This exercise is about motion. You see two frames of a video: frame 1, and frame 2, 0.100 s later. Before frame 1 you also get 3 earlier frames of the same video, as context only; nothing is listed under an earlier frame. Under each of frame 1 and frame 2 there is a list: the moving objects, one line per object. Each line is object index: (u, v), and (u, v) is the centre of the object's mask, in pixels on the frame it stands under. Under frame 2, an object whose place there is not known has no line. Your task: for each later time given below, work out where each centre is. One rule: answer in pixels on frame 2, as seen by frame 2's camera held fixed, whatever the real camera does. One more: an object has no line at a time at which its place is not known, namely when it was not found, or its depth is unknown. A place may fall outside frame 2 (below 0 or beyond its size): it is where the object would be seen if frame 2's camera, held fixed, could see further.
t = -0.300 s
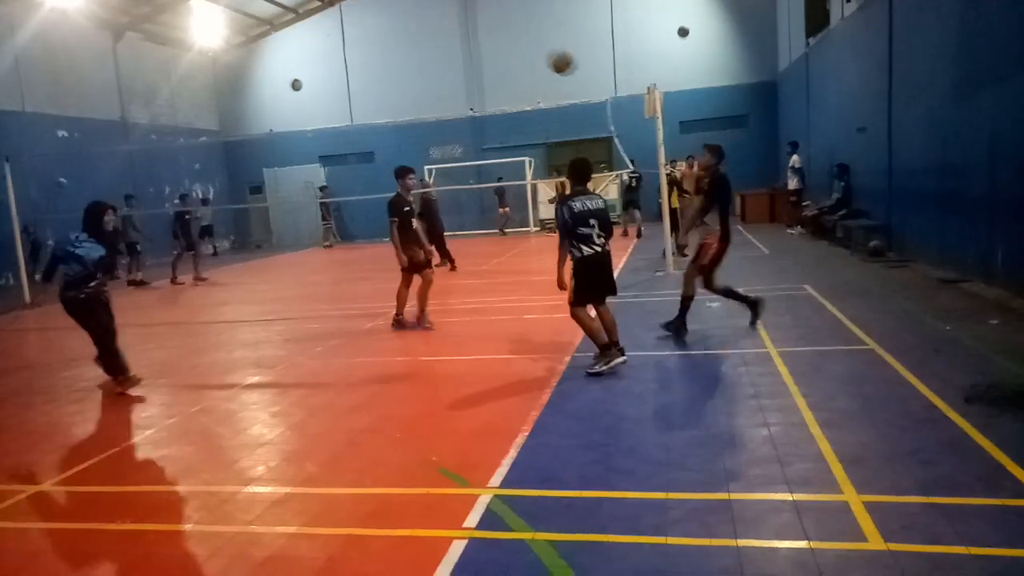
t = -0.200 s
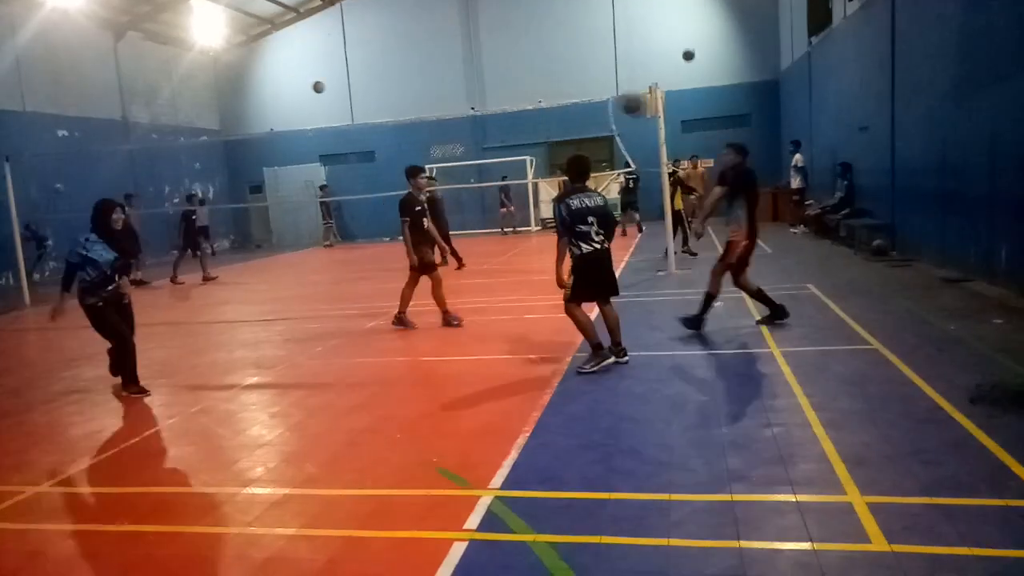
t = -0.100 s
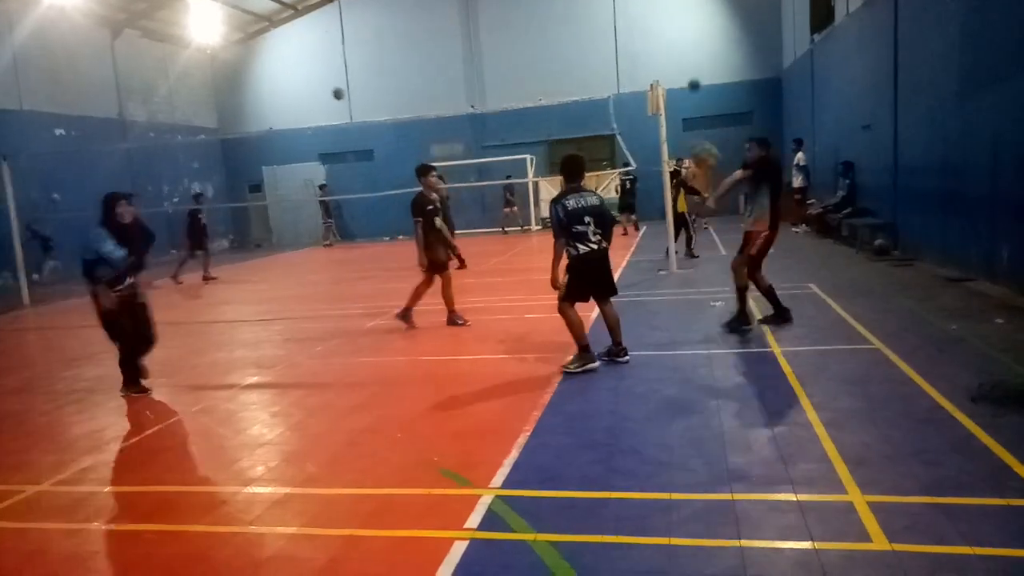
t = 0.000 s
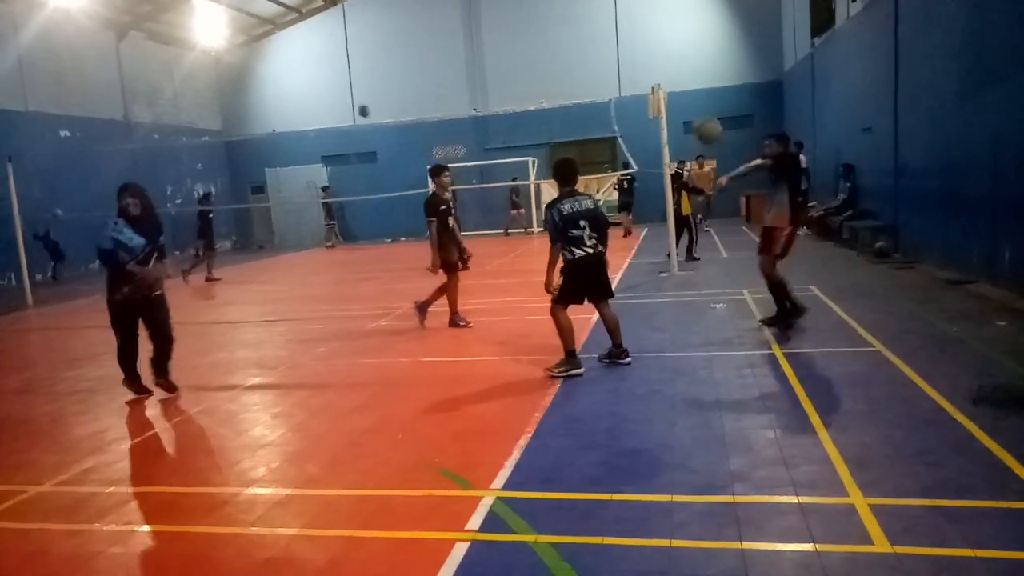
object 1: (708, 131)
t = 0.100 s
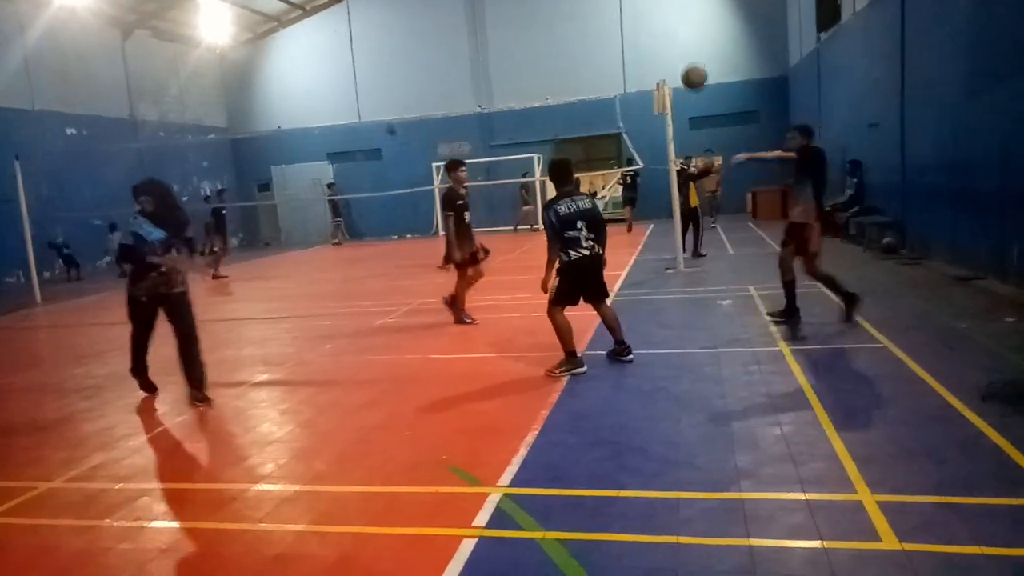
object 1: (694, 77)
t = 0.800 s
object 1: (566, 56)
